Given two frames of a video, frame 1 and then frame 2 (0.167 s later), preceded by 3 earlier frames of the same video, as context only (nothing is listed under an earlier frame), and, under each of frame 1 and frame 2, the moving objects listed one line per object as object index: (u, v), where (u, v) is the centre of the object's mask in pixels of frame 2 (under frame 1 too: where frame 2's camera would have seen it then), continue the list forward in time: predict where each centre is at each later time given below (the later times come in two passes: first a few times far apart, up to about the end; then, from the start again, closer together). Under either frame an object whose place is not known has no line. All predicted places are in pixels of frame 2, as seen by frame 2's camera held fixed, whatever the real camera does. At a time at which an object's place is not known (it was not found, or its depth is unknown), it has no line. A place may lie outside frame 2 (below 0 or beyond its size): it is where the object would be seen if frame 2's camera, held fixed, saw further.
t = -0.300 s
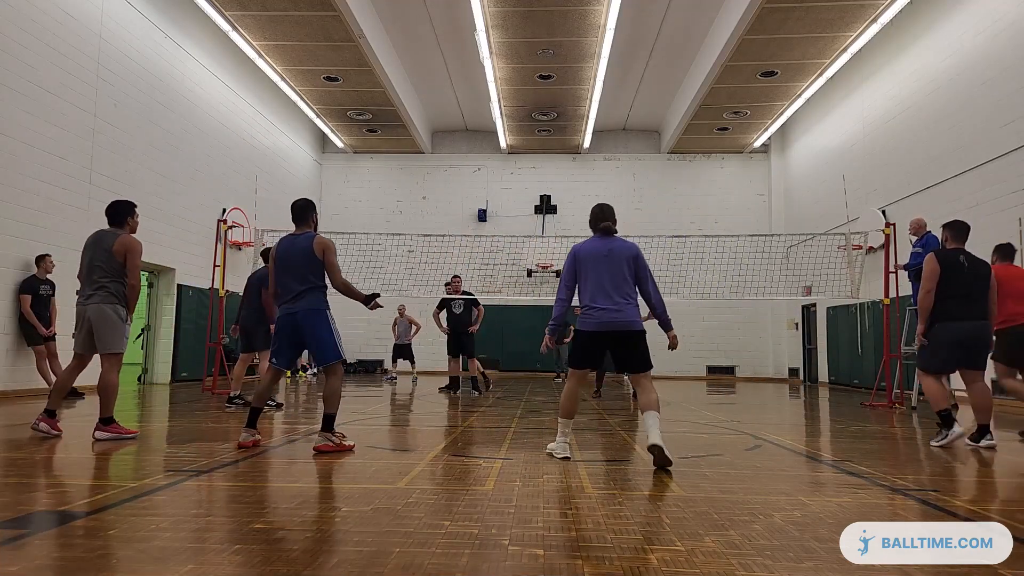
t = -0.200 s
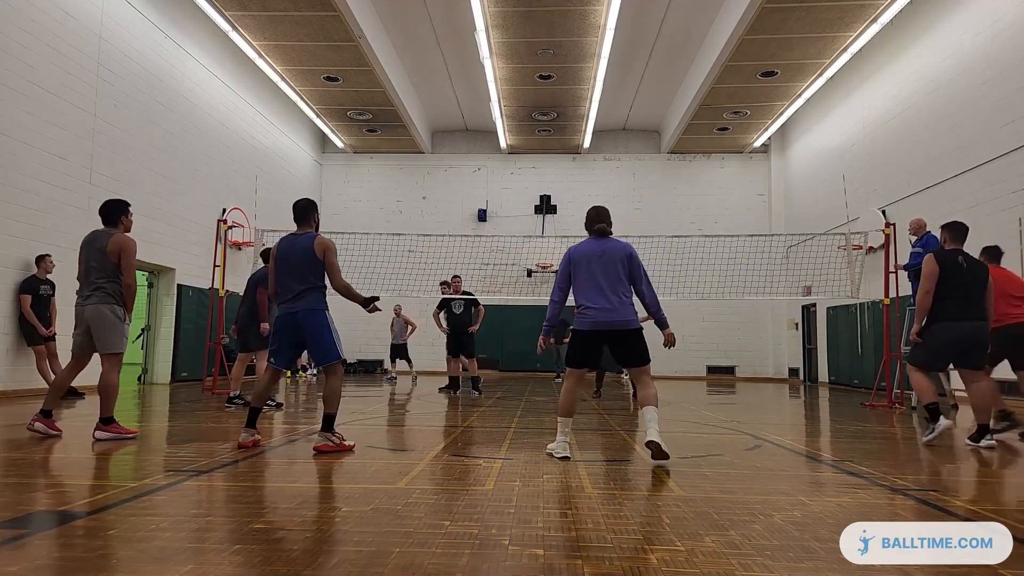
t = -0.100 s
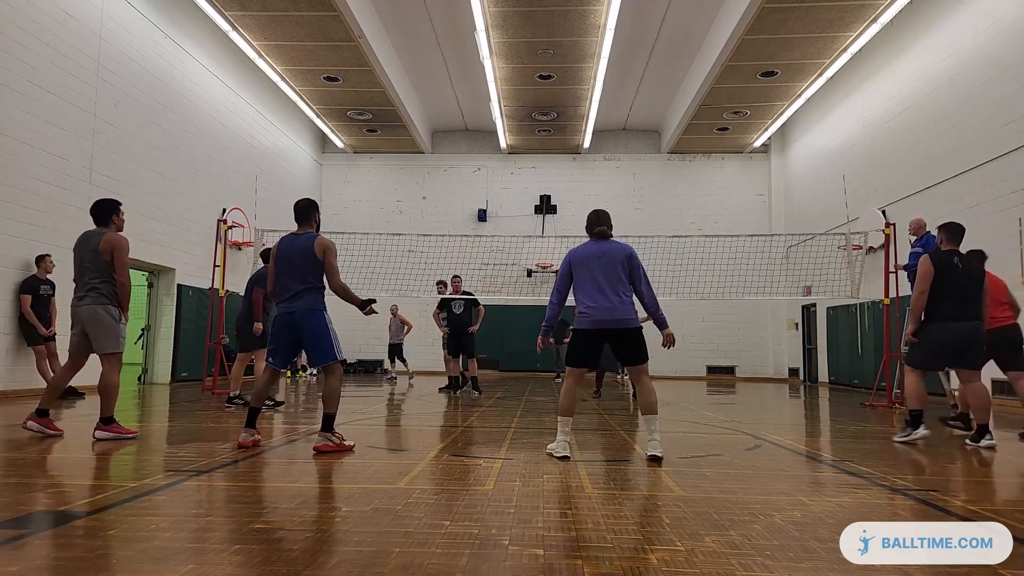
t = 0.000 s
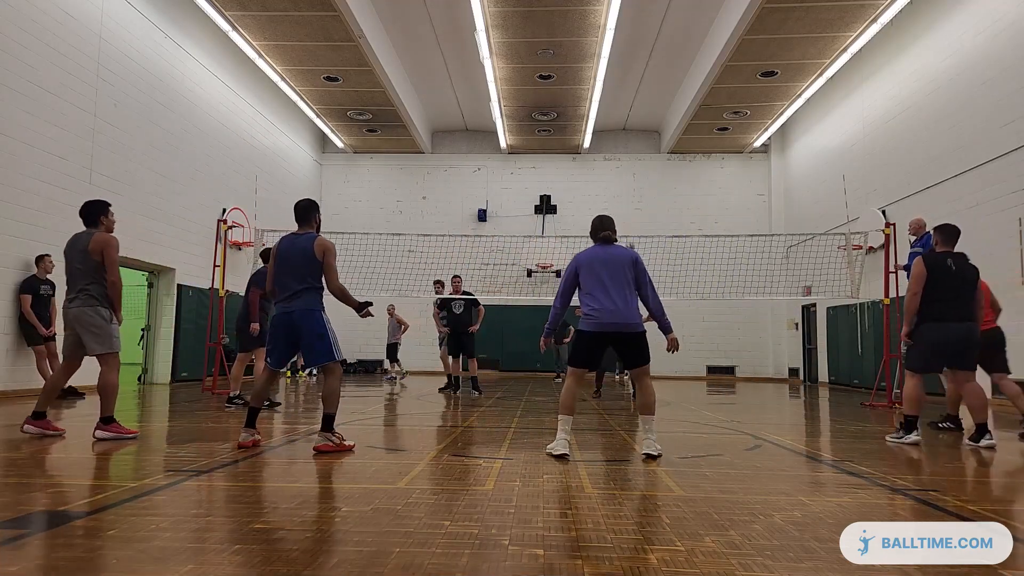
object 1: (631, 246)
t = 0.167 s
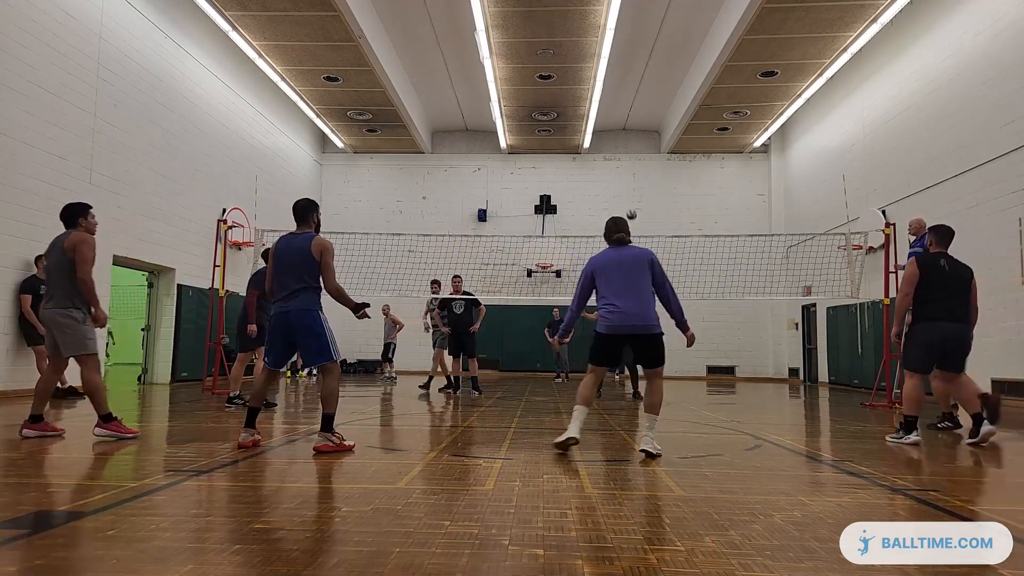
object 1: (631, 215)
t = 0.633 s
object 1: (619, 132)
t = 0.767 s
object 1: (606, 120)
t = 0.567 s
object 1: (624, 141)
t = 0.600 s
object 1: (622, 136)
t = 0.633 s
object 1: (619, 132)
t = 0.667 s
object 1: (617, 128)
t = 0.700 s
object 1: (614, 125)
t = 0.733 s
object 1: (610, 122)
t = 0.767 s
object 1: (606, 120)
